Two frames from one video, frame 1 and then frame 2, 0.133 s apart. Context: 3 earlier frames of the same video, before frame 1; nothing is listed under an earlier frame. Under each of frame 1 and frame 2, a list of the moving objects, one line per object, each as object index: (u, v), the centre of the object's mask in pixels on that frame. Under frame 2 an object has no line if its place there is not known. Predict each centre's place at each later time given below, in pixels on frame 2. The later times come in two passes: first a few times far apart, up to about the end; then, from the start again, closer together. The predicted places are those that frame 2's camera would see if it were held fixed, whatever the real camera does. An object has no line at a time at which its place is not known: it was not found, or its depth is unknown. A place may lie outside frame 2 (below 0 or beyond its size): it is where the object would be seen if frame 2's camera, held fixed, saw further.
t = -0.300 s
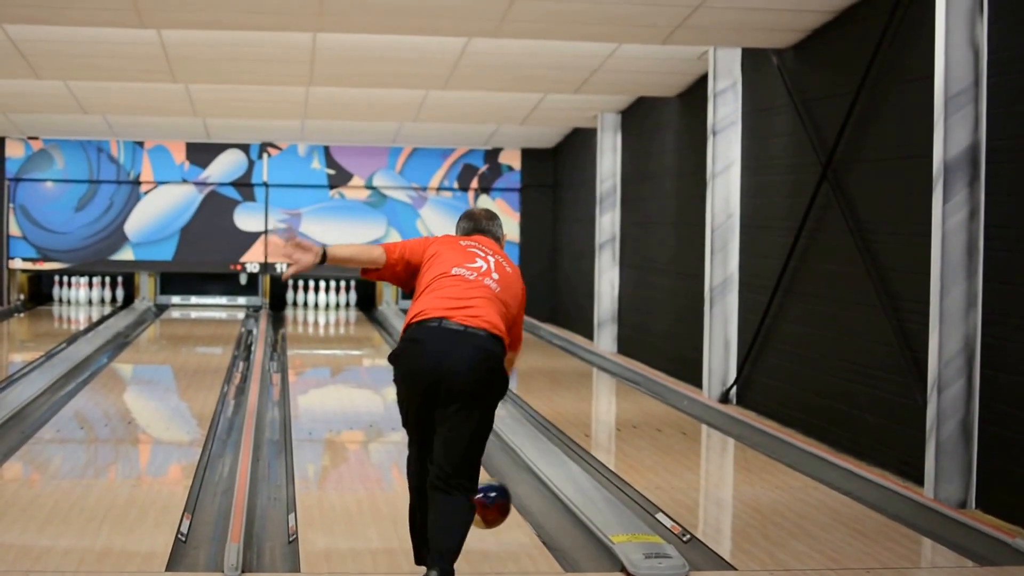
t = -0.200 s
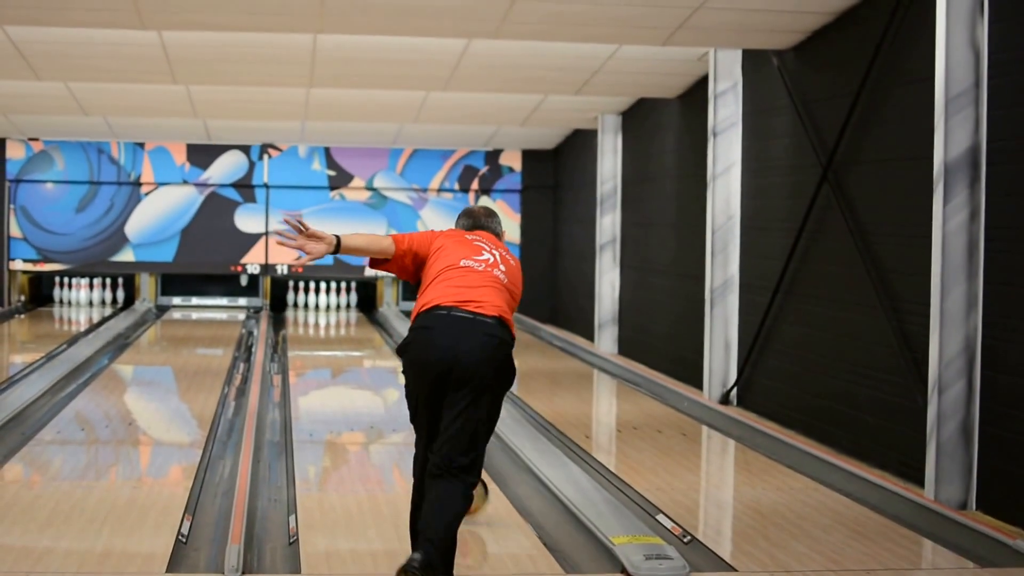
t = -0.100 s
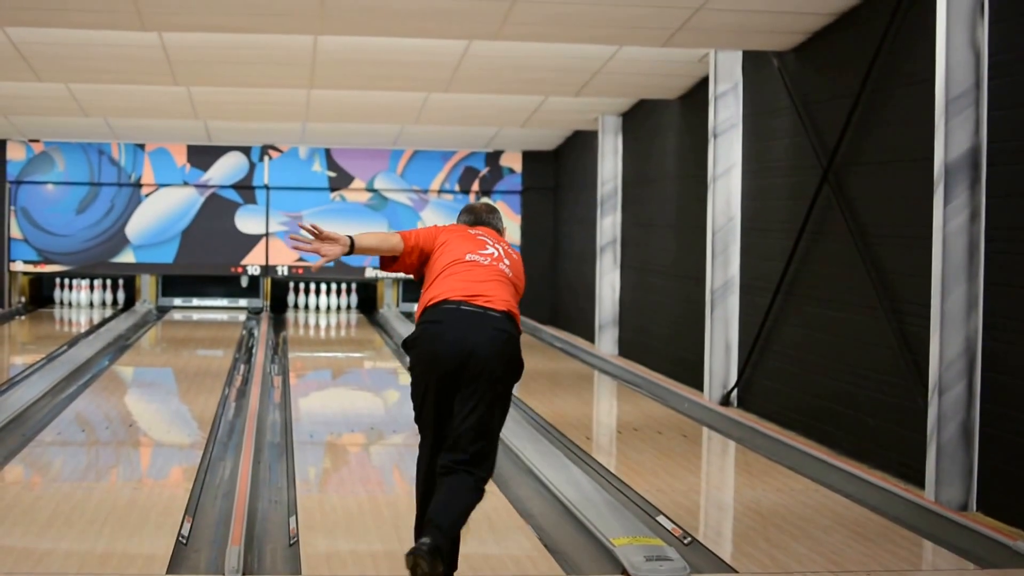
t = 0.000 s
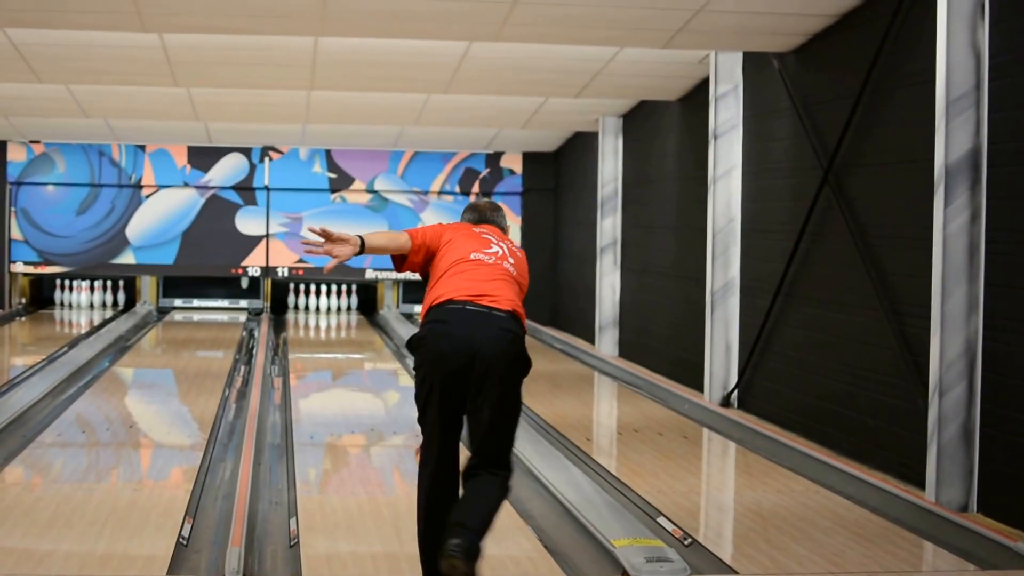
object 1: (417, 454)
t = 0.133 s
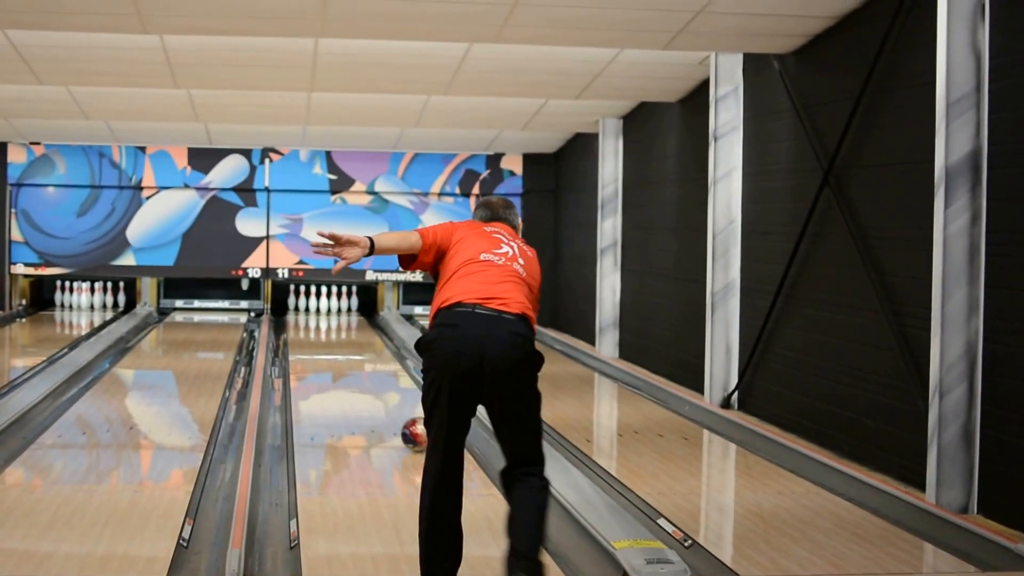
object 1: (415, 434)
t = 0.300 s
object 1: (401, 410)
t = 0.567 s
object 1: (382, 382)
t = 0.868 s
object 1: (364, 358)
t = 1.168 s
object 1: (350, 341)
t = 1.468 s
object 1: (339, 326)
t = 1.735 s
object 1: (329, 316)
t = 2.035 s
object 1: (316, 307)
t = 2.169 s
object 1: (307, 304)
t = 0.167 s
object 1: (413, 429)
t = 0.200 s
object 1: (411, 424)
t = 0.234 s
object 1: (408, 419)
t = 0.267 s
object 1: (404, 415)
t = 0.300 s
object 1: (401, 410)
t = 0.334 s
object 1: (399, 406)
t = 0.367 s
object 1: (396, 402)
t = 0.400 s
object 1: (393, 398)
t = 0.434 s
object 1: (391, 395)
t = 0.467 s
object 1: (388, 392)
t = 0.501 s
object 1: (386, 388)
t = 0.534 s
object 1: (384, 385)
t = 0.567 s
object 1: (382, 382)
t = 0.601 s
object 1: (379, 379)
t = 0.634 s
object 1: (377, 376)
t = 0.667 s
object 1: (375, 373)
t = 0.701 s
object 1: (373, 370)
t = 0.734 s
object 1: (371, 367)
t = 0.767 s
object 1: (369, 365)
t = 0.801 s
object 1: (367, 362)
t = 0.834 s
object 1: (366, 360)
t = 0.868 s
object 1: (364, 358)
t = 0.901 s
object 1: (362, 356)
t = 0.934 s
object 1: (360, 354)
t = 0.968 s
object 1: (359, 352)
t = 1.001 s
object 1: (358, 350)
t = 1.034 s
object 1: (356, 348)
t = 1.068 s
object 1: (355, 346)
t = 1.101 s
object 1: (353, 345)
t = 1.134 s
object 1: (352, 343)
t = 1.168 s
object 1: (350, 341)
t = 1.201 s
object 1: (349, 339)
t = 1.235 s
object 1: (347, 337)
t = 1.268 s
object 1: (346, 336)
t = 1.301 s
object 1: (345, 333)
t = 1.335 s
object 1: (344, 332)
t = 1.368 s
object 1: (343, 331)
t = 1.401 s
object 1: (342, 329)
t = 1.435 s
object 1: (340, 329)
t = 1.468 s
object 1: (339, 326)
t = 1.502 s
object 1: (338, 325)
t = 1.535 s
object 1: (337, 323)
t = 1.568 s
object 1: (335, 322)
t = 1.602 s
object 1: (334, 321)
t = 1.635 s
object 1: (333, 320)
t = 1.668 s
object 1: (332, 319)
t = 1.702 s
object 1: (330, 317)
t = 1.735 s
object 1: (329, 316)
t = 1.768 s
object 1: (327, 315)
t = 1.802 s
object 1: (326, 314)
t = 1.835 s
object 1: (325, 313)
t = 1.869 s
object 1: (323, 312)
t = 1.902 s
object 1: (322, 311)
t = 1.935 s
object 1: (321, 310)
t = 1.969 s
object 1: (321, 309)
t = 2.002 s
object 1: (319, 308)
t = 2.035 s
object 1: (316, 307)
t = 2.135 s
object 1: (311, 304)
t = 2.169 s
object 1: (307, 304)
